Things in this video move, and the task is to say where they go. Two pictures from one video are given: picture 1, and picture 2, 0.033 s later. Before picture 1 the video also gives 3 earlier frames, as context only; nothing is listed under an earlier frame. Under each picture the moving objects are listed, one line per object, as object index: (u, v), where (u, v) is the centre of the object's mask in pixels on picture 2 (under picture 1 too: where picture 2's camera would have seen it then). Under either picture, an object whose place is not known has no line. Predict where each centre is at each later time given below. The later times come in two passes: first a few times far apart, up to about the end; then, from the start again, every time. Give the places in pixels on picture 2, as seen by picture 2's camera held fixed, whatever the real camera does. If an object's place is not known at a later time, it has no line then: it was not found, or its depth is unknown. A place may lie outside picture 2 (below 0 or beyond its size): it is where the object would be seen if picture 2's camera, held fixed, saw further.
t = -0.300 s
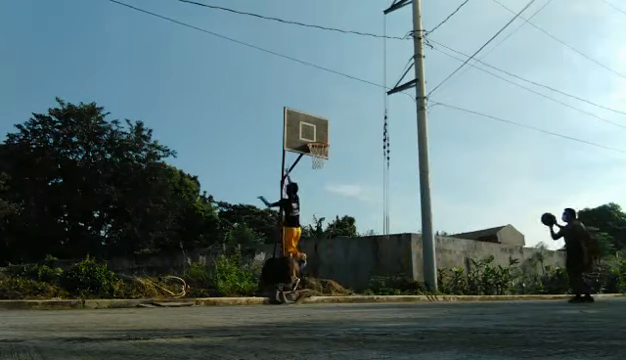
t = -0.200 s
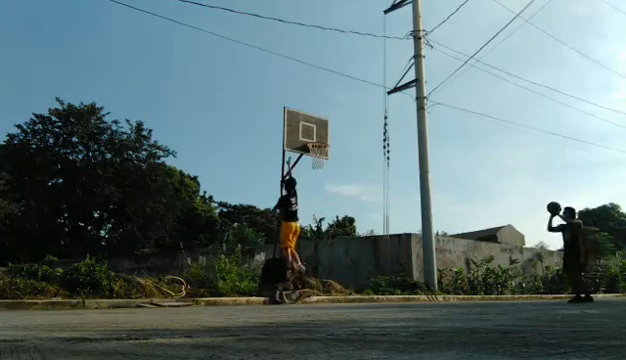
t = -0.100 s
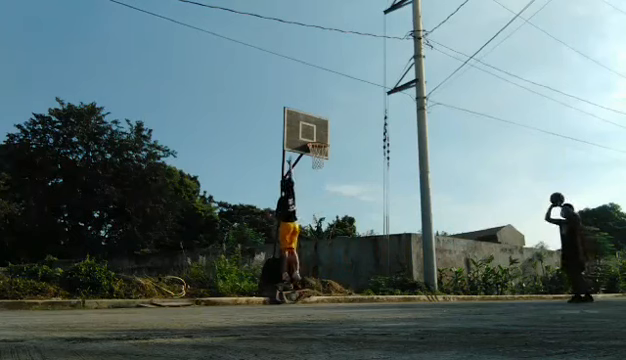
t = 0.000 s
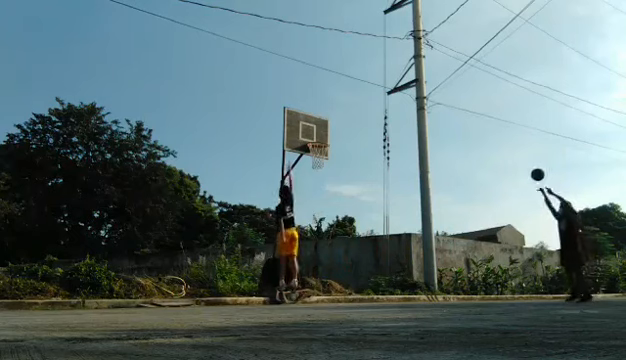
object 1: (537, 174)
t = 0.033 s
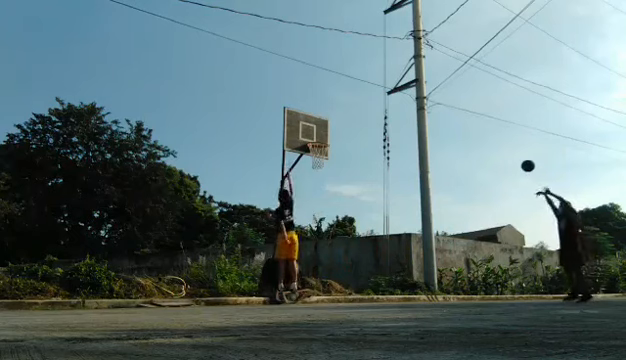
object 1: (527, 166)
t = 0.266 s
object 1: (463, 121)
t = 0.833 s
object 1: (325, 133)
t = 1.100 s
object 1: (293, 130)
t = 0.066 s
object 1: (518, 157)
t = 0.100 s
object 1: (508, 150)
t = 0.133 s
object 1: (499, 143)
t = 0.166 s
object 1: (489, 136)
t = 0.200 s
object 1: (480, 131)
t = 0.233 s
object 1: (472, 126)
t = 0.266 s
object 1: (463, 121)
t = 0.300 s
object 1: (454, 117)
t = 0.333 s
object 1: (445, 114)
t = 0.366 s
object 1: (437, 111)
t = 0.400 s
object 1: (429, 109)
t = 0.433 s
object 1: (420, 107)
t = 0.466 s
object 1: (412, 107)
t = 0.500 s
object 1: (404, 107)
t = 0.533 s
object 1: (396, 107)
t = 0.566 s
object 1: (388, 107)
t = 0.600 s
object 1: (380, 109)
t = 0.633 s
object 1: (372, 110)
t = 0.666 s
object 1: (364, 113)
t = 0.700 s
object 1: (356, 116)
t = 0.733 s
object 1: (349, 119)
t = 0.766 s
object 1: (341, 123)
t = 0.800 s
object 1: (333, 128)
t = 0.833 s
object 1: (325, 133)
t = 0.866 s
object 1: (319, 137)
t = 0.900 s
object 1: (315, 136)
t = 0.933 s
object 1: (311, 134)
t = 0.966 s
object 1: (307, 133)
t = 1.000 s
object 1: (304, 132)
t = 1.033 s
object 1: (300, 130)
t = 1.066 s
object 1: (296, 130)
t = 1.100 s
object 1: (293, 130)
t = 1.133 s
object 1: (289, 131)
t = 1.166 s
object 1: (286, 132)
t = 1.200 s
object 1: (282, 134)
